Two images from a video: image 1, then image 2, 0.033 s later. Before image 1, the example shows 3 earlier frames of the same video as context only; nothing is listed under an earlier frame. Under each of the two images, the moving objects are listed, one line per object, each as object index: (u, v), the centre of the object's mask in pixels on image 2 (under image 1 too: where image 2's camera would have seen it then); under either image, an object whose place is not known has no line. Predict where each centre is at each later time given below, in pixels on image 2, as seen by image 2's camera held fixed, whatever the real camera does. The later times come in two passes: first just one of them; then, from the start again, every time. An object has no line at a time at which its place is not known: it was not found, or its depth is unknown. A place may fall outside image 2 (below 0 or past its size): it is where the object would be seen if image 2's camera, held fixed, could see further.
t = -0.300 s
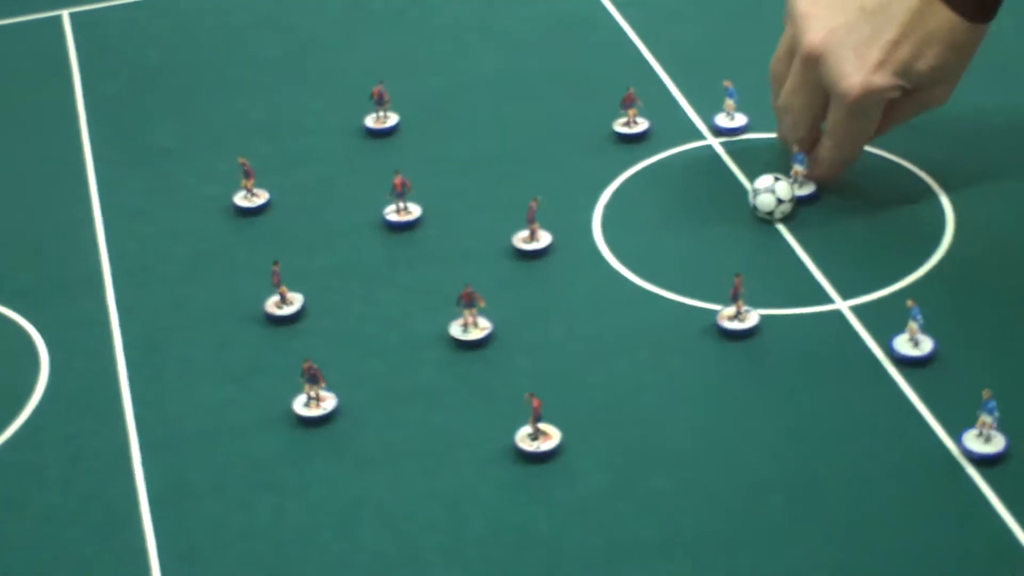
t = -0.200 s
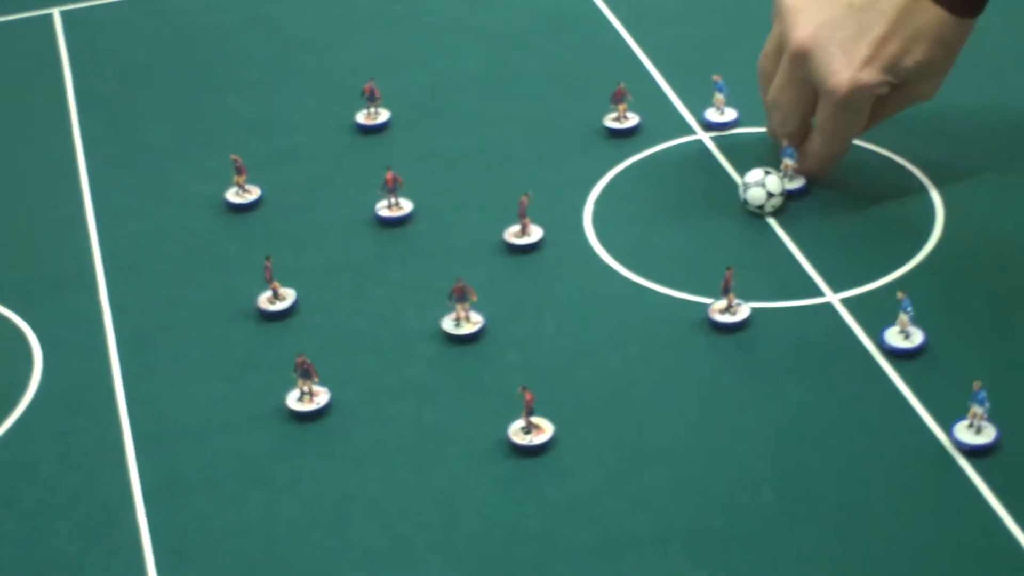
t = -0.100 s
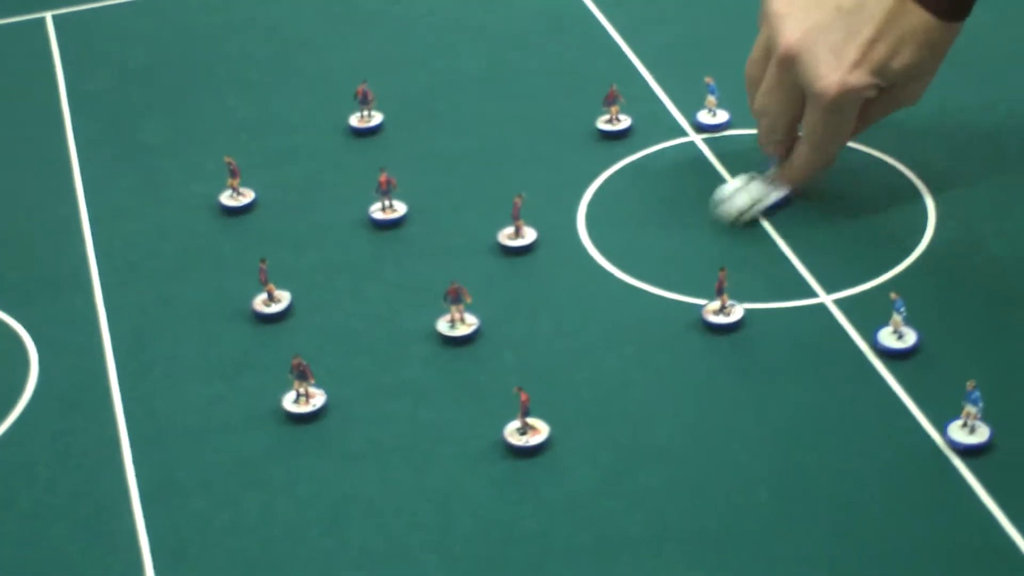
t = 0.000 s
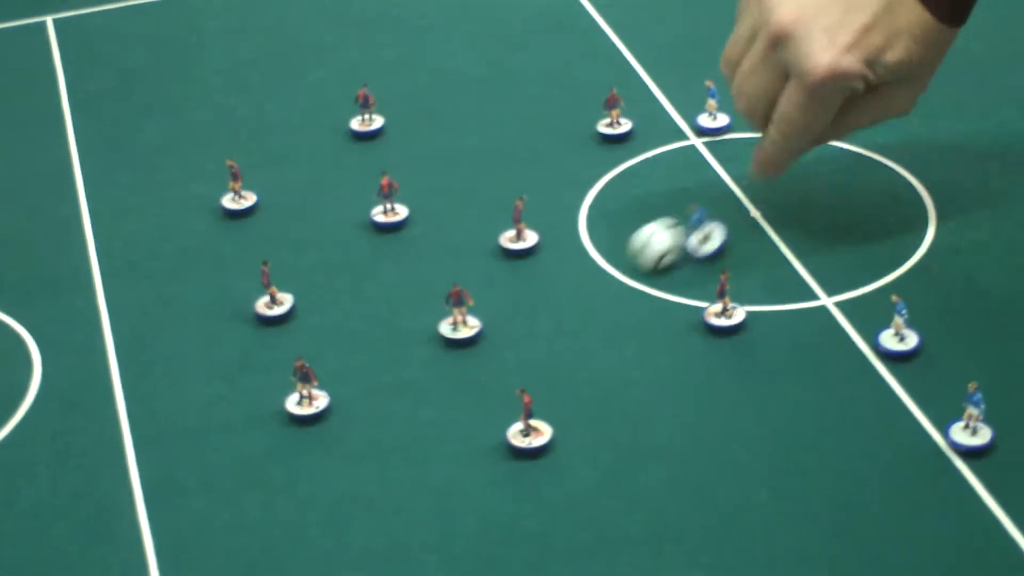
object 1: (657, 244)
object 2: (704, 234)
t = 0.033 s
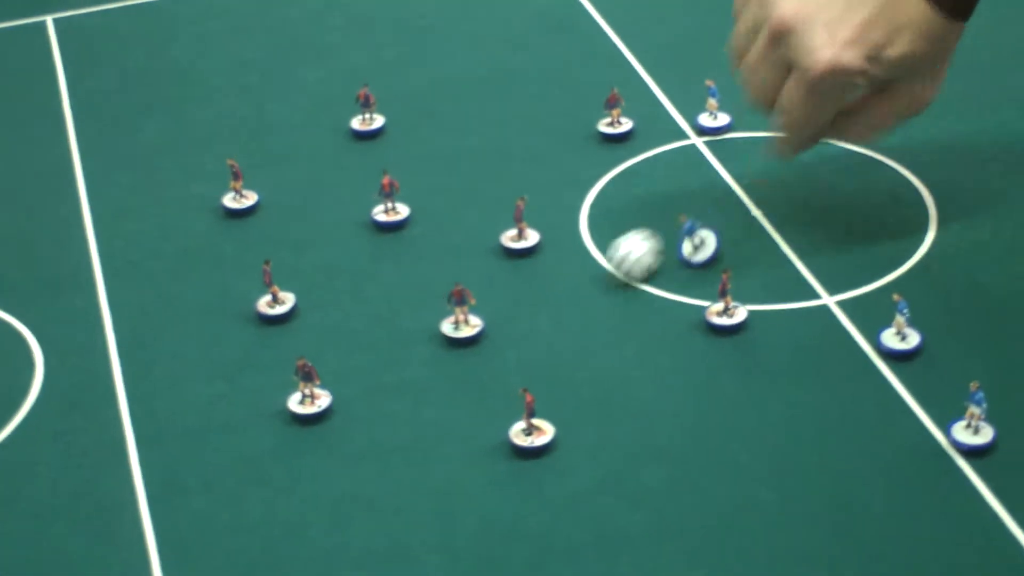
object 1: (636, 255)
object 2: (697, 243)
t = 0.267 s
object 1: (489, 339)
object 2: (711, 235)
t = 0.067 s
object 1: (611, 267)
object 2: (695, 247)
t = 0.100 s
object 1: (583, 282)
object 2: (695, 247)
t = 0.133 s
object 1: (561, 293)
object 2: (700, 246)
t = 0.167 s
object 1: (538, 305)
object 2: (707, 240)
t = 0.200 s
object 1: (516, 315)
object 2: (714, 234)
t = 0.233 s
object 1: (503, 326)
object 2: (715, 232)
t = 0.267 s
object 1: (489, 339)
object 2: (711, 235)
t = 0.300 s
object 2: (708, 239)
